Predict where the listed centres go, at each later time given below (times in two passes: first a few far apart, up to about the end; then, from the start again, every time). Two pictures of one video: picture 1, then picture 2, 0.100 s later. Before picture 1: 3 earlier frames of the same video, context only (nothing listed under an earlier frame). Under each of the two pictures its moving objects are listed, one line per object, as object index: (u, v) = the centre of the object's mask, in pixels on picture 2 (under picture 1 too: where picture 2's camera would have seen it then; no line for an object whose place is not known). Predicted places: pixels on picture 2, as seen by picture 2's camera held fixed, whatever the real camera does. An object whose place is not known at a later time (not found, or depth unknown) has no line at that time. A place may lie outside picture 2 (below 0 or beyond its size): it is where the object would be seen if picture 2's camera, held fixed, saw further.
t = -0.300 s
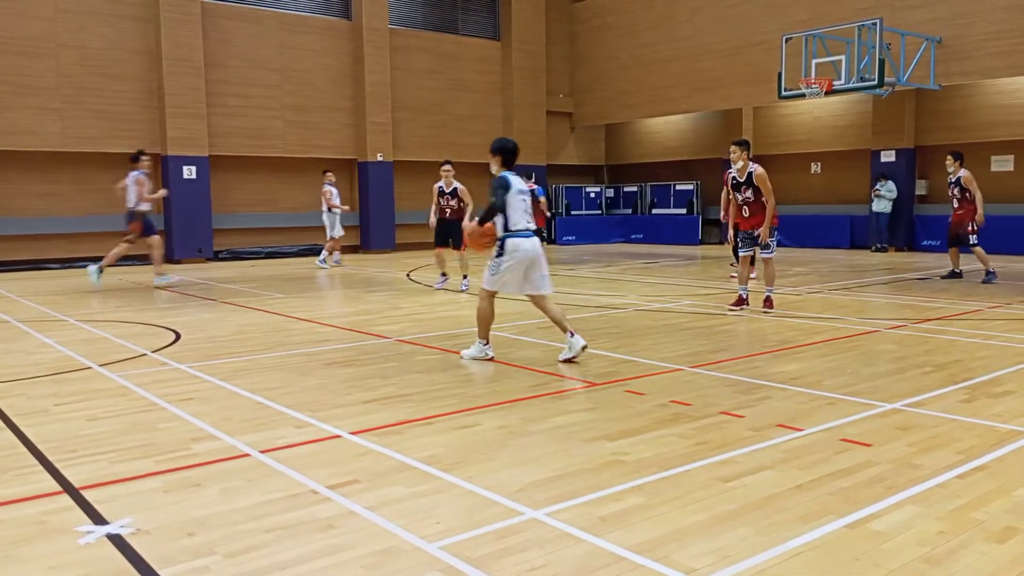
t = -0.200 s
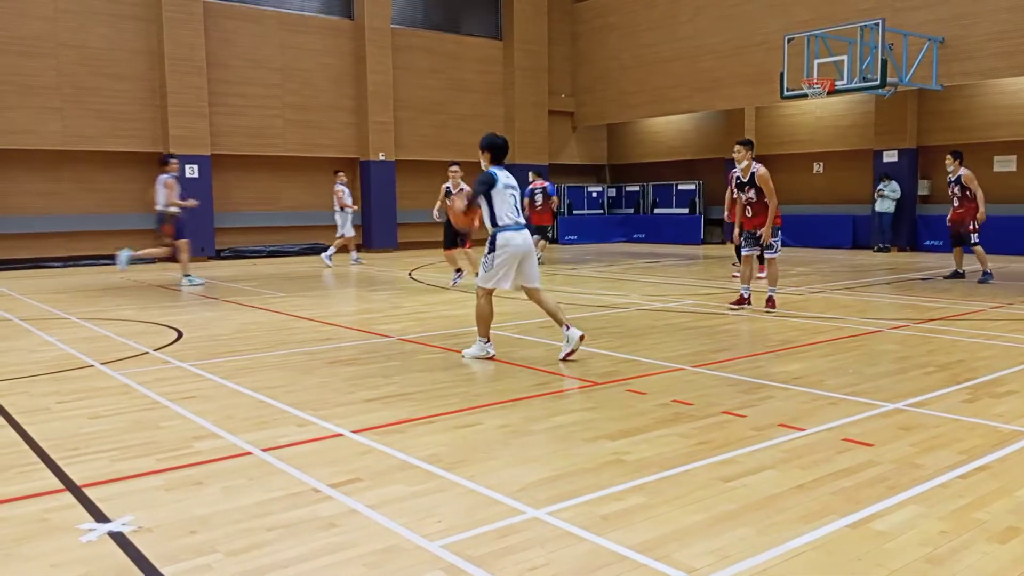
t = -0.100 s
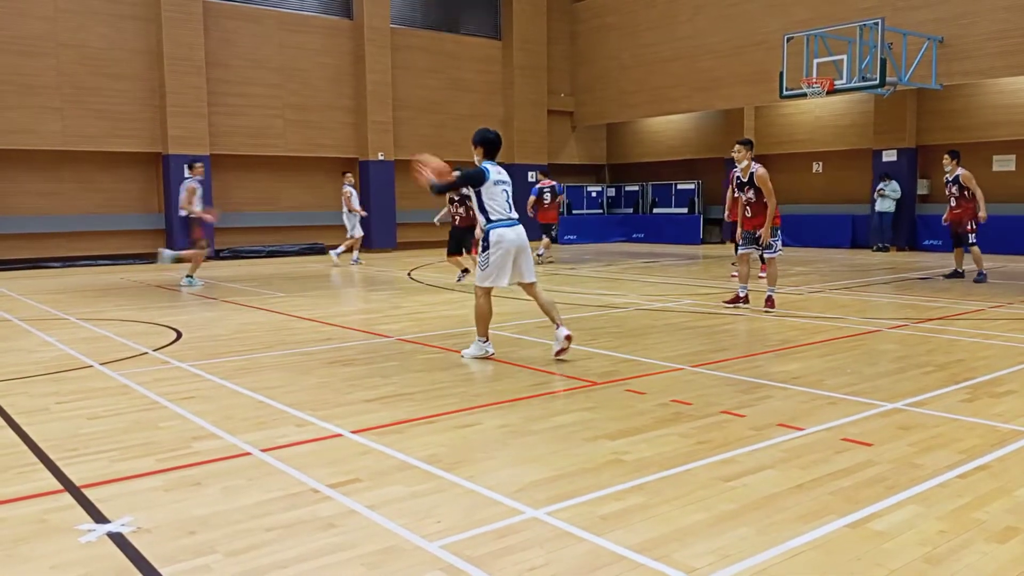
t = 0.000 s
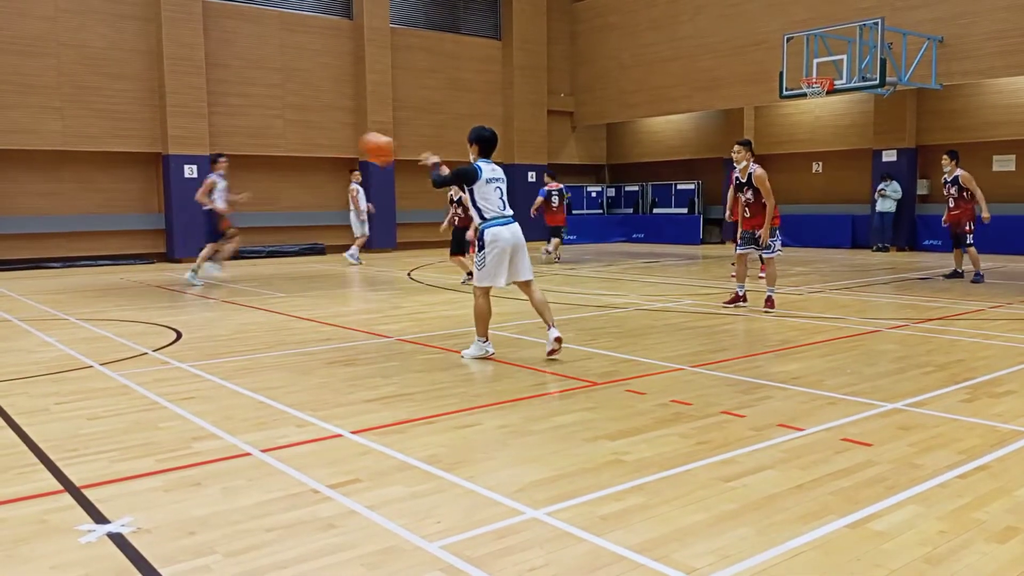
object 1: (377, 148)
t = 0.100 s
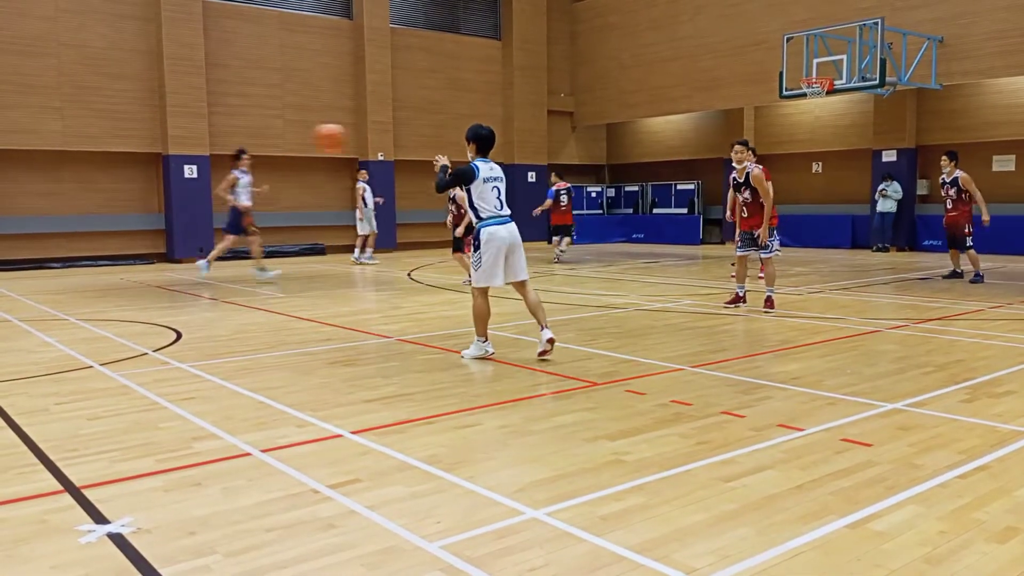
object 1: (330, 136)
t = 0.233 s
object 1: (275, 141)
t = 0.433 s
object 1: (207, 178)
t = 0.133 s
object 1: (316, 134)
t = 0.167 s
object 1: (302, 135)
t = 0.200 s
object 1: (288, 138)
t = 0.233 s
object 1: (275, 141)
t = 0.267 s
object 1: (261, 146)
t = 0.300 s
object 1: (250, 151)
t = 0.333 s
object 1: (238, 156)
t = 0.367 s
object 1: (227, 164)
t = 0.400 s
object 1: (216, 169)
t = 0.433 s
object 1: (207, 178)
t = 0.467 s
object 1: (196, 187)
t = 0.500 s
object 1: (186, 196)
